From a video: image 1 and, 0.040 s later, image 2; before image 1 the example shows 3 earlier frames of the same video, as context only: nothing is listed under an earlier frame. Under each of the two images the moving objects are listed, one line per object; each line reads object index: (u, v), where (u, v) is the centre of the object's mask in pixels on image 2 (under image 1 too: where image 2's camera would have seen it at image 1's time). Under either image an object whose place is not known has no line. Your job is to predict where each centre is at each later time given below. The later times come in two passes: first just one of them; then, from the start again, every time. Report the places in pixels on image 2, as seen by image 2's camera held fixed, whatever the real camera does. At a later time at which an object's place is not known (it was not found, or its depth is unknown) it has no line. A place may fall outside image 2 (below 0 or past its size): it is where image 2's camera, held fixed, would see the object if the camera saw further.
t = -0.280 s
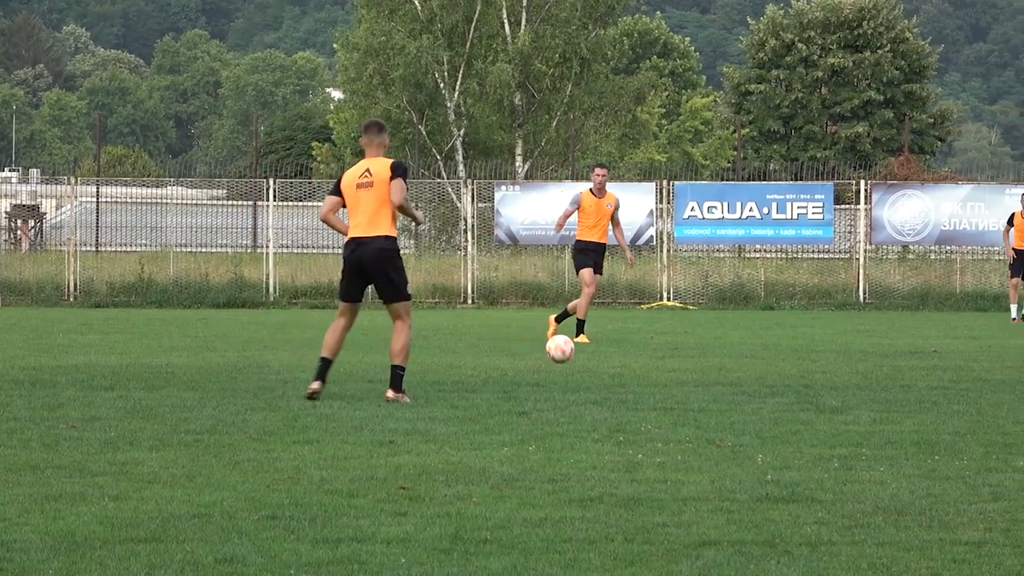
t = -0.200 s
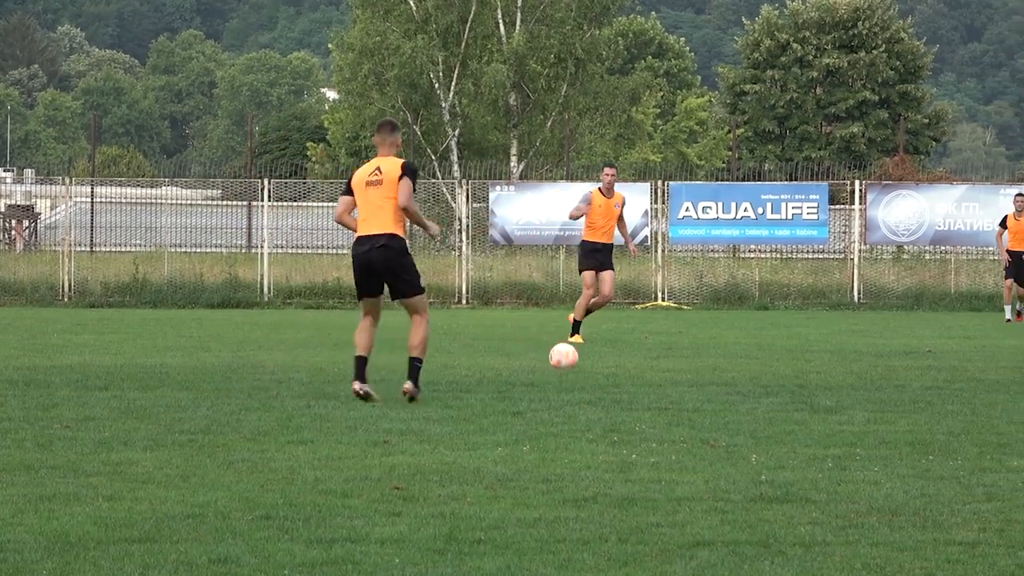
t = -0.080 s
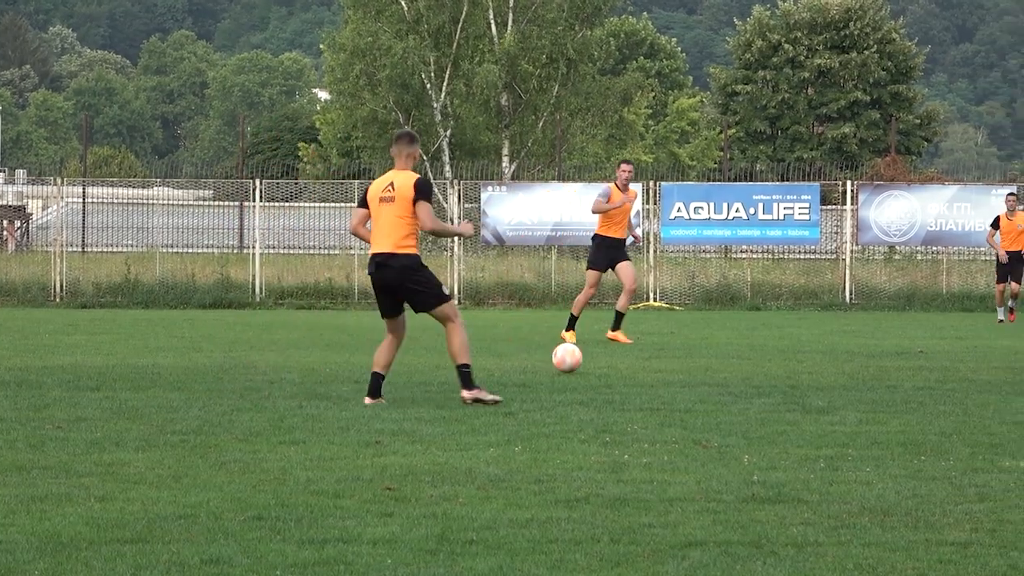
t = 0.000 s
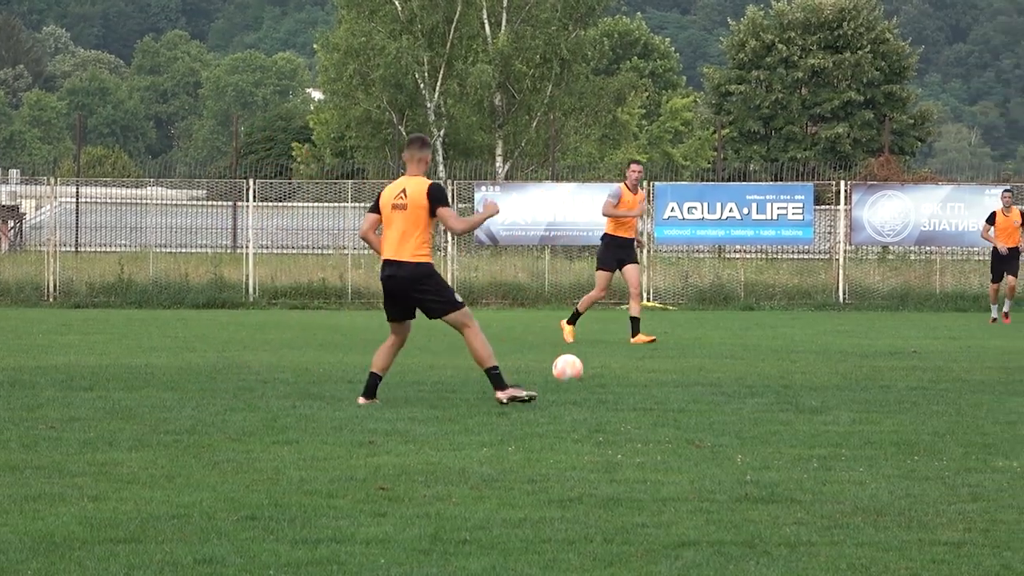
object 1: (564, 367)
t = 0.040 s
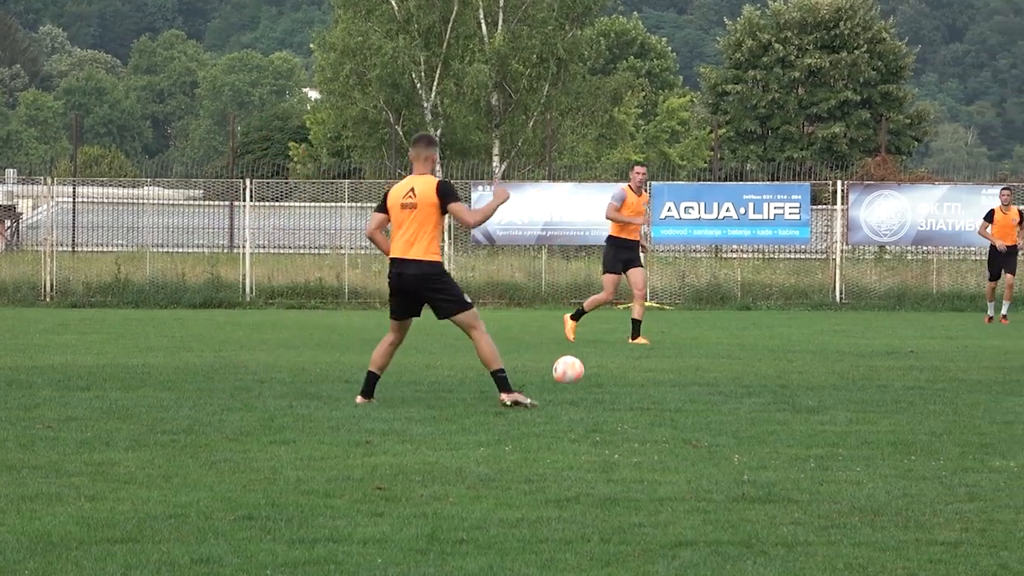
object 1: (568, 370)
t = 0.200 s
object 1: (584, 369)
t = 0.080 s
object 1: (572, 366)
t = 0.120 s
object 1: (576, 365)
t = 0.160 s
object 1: (580, 365)
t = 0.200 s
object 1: (584, 369)
